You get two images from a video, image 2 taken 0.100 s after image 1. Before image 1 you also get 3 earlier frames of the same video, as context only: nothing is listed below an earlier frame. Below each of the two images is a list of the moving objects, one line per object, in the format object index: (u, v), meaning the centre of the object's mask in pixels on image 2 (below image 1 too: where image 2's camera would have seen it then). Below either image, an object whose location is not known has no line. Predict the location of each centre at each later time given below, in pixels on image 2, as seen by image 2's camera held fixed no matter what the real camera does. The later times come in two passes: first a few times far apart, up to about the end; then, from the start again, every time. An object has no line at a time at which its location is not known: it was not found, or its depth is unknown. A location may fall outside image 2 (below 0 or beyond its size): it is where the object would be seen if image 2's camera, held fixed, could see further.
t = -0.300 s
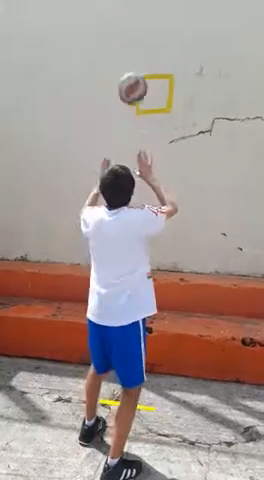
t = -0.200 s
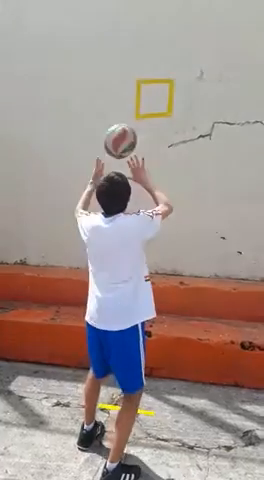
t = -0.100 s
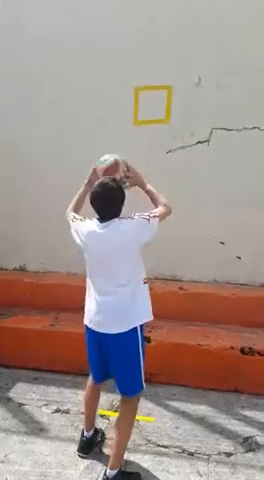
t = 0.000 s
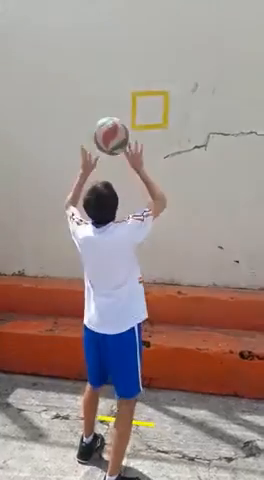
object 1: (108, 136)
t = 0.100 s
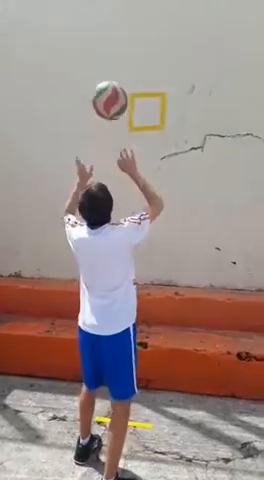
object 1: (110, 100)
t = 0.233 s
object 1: (112, 78)
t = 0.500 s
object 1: (115, 123)
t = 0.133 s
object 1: (110, 91)
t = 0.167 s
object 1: (111, 85)
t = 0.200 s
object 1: (112, 81)
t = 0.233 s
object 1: (112, 78)
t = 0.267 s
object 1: (113, 77)
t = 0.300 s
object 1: (113, 78)
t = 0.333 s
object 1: (112, 81)
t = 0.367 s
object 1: (113, 85)
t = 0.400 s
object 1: (114, 92)
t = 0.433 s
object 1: (115, 100)
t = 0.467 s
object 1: (115, 111)
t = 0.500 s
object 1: (115, 123)
